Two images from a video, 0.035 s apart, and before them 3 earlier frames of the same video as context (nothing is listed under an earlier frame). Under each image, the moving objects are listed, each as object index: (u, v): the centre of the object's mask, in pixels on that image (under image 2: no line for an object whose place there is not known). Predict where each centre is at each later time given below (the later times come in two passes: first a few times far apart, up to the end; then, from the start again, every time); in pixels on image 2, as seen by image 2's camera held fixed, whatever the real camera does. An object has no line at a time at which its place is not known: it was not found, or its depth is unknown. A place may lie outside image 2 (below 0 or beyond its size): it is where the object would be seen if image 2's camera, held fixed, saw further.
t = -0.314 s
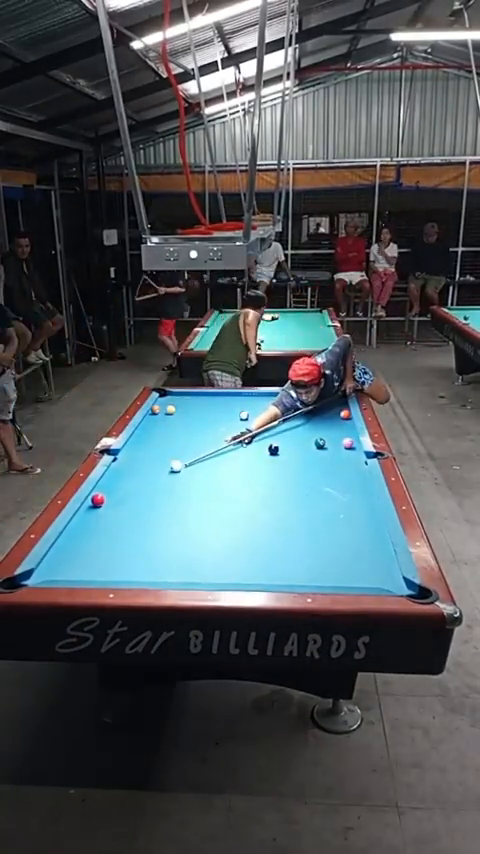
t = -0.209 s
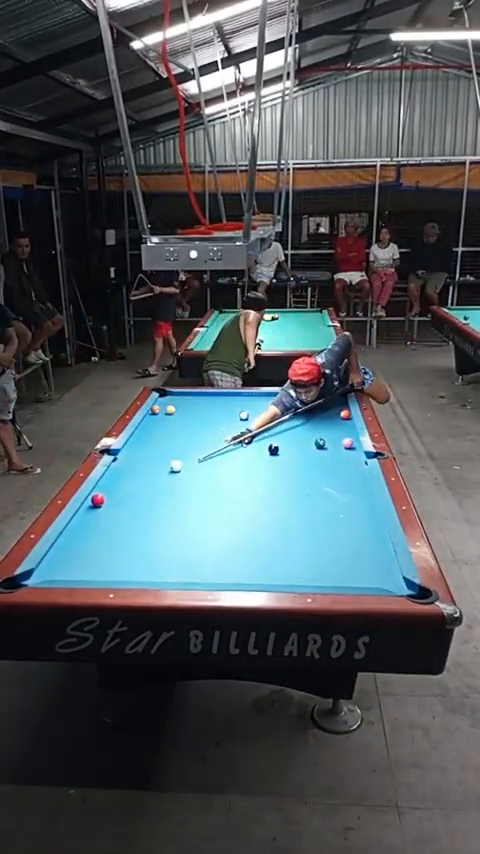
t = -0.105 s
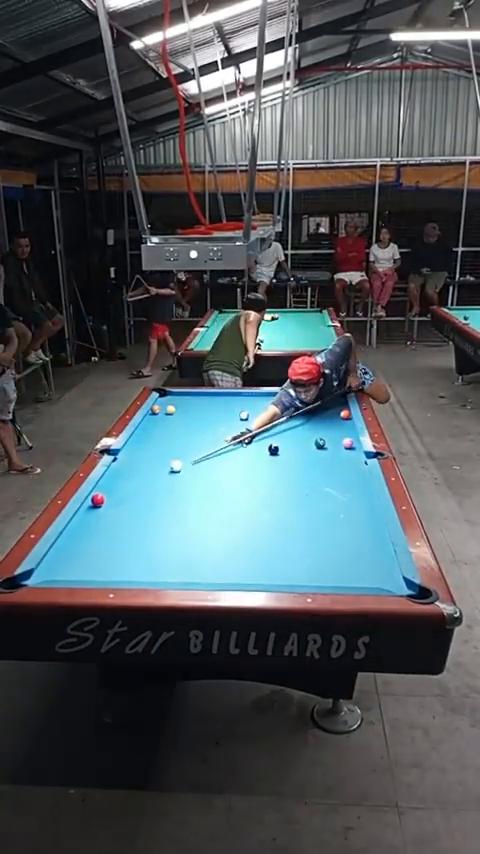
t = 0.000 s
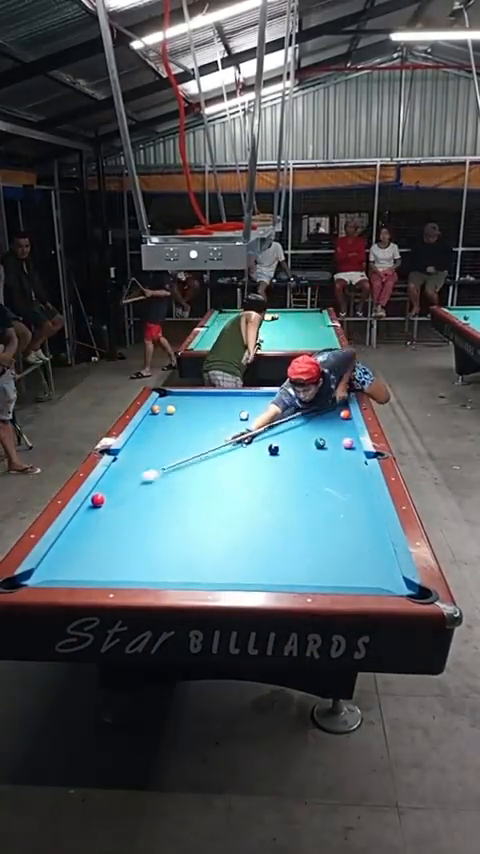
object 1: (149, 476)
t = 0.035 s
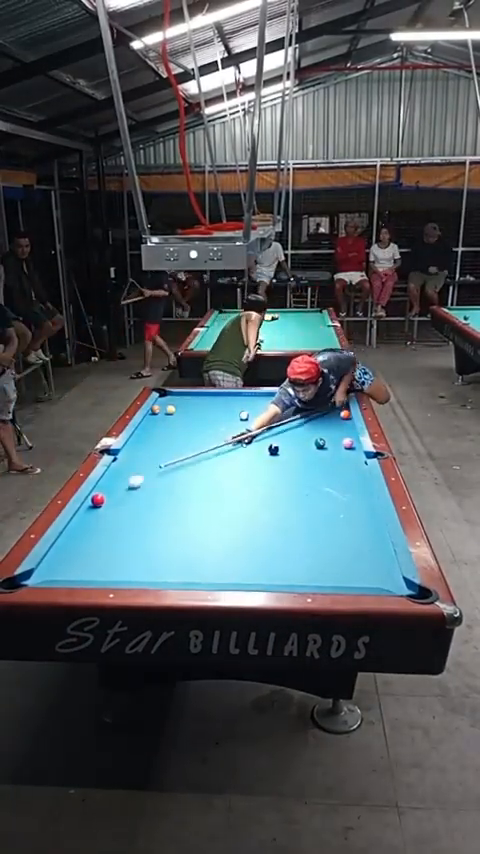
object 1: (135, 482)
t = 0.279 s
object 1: (107, 492)
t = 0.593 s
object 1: (140, 485)
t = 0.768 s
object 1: (156, 481)
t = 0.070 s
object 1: (123, 486)
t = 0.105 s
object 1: (110, 491)
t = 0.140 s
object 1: (99, 492)
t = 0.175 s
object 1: (95, 494)
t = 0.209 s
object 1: (100, 494)
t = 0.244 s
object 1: (103, 493)
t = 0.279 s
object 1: (107, 492)
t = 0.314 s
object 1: (111, 491)
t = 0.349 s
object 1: (115, 490)
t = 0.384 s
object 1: (118, 489)
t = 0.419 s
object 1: (122, 489)
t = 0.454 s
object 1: (126, 488)
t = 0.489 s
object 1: (129, 487)
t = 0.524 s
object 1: (133, 486)
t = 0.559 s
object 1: (136, 485)
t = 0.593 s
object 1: (140, 485)
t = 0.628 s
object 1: (143, 484)
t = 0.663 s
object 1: (146, 483)
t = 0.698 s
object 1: (150, 483)
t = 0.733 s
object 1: (153, 482)
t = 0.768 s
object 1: (156, 481)
